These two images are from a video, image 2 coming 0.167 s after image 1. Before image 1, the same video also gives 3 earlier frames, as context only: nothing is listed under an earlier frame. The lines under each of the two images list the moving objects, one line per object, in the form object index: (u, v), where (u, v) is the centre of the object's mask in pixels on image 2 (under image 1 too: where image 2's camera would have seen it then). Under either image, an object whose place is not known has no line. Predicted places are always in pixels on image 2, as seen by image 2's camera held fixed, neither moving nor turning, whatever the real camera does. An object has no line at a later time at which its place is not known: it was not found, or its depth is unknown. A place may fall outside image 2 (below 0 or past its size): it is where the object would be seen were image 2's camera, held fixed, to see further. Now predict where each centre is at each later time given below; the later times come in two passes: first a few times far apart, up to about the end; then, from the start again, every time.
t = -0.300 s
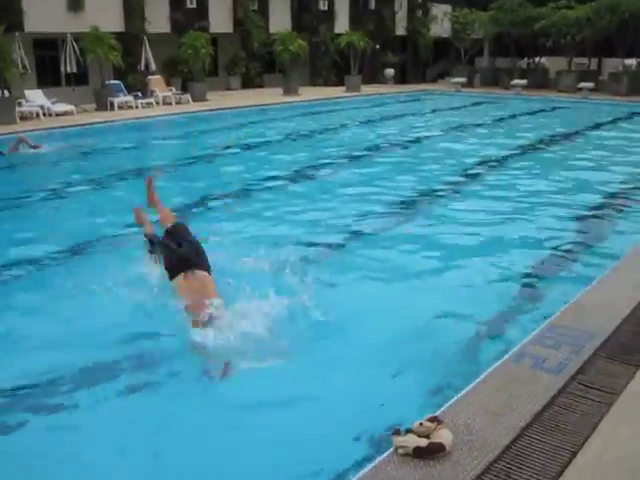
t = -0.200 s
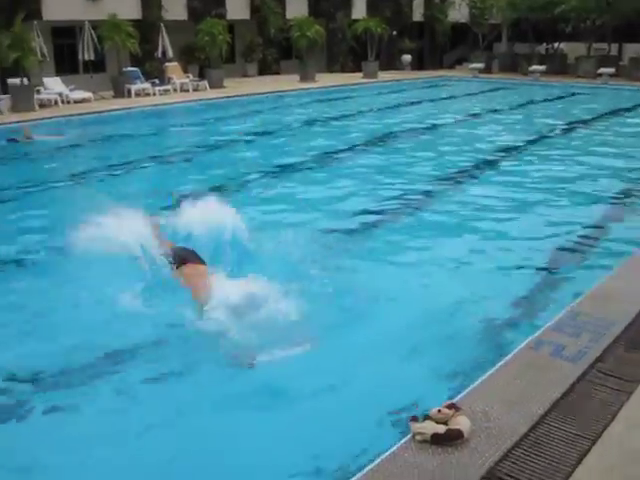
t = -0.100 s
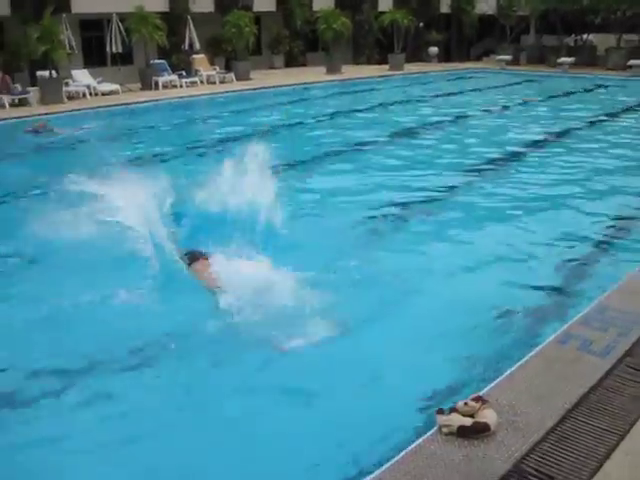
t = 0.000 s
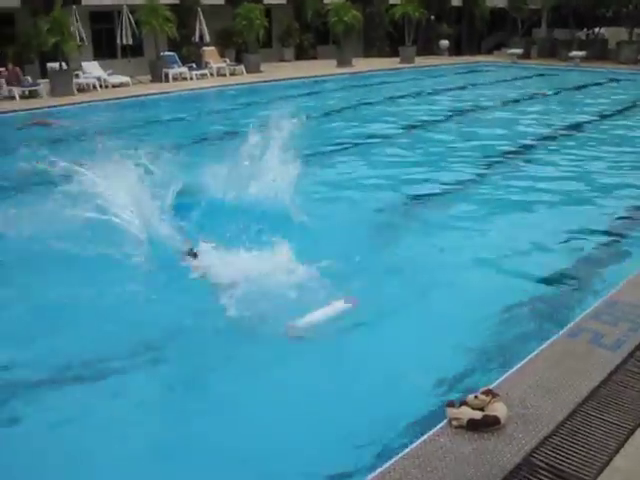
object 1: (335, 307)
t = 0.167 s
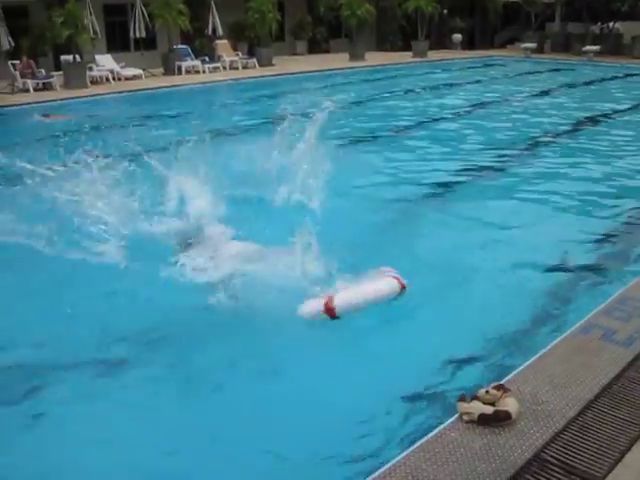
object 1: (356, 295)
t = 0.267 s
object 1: (372, 309)
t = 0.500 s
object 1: (402, 326)
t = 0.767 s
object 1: (430, 344)
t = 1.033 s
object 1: (452, 353)
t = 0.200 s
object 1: (358, 301)
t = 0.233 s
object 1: (365, 304)
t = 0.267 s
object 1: (372, 309)
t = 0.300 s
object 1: (379, 315)
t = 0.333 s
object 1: (385, 315)
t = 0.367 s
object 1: (391, 319)
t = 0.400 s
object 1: (392, 320)
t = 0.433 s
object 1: (395, 322)
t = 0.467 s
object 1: (400, 325)
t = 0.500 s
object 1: (402, 326)
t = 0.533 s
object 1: (407, 329)
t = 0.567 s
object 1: (411, 331)
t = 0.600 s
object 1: (415, 334)
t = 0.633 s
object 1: (418, 337)
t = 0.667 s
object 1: (422, 339)
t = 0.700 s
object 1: (424, 341)
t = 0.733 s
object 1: (428, 343)
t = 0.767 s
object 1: (430, 344)
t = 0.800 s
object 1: (433, 346)
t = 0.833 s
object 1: (436, 347)
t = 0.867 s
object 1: (439, 348)
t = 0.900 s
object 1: (441, 349)
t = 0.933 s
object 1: (444, 350)
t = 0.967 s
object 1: (447, 350)
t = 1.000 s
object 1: (449, 352)
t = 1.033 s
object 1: (452, 353)
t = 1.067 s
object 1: (454, 354)
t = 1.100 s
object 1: (452, 353)
